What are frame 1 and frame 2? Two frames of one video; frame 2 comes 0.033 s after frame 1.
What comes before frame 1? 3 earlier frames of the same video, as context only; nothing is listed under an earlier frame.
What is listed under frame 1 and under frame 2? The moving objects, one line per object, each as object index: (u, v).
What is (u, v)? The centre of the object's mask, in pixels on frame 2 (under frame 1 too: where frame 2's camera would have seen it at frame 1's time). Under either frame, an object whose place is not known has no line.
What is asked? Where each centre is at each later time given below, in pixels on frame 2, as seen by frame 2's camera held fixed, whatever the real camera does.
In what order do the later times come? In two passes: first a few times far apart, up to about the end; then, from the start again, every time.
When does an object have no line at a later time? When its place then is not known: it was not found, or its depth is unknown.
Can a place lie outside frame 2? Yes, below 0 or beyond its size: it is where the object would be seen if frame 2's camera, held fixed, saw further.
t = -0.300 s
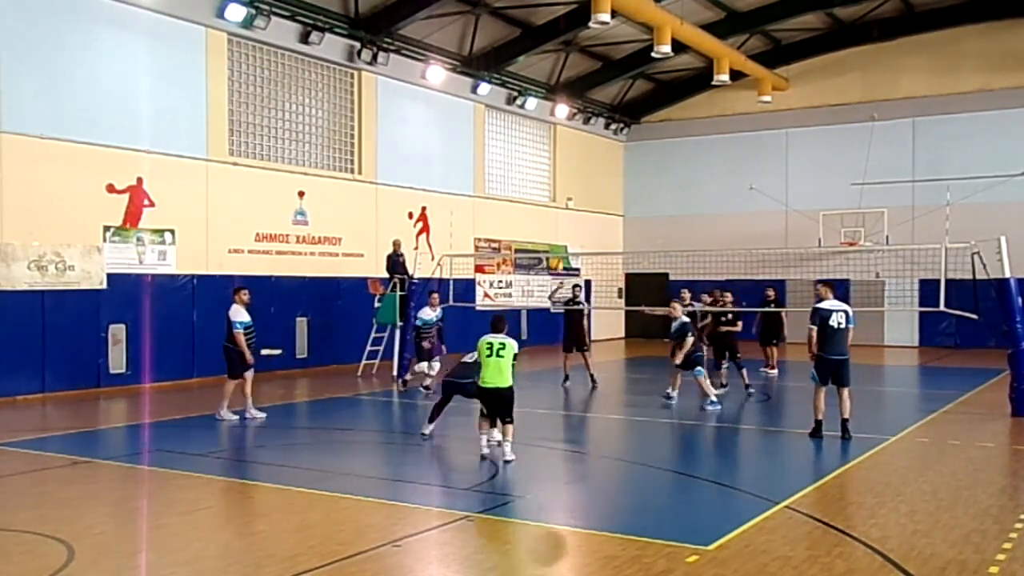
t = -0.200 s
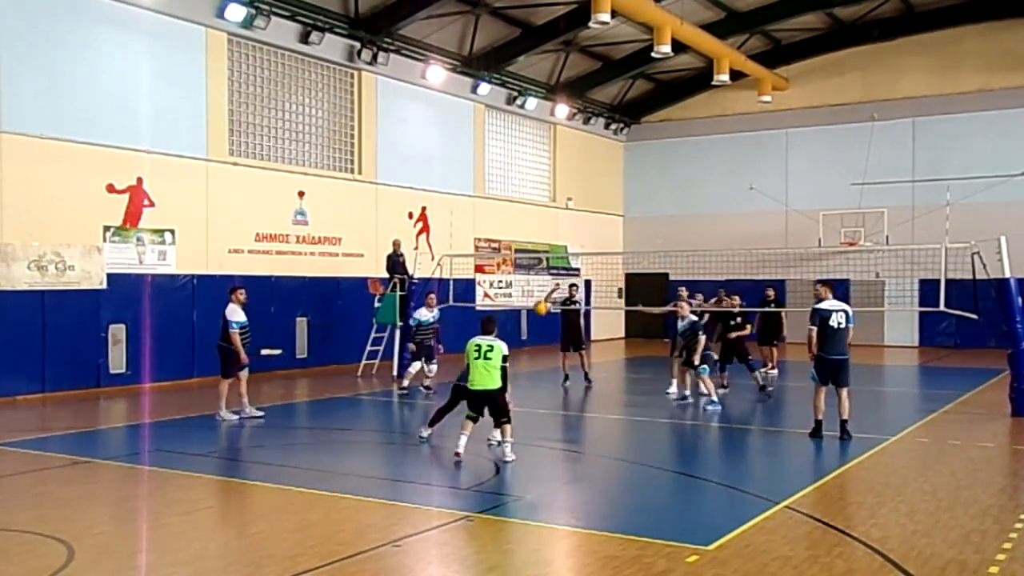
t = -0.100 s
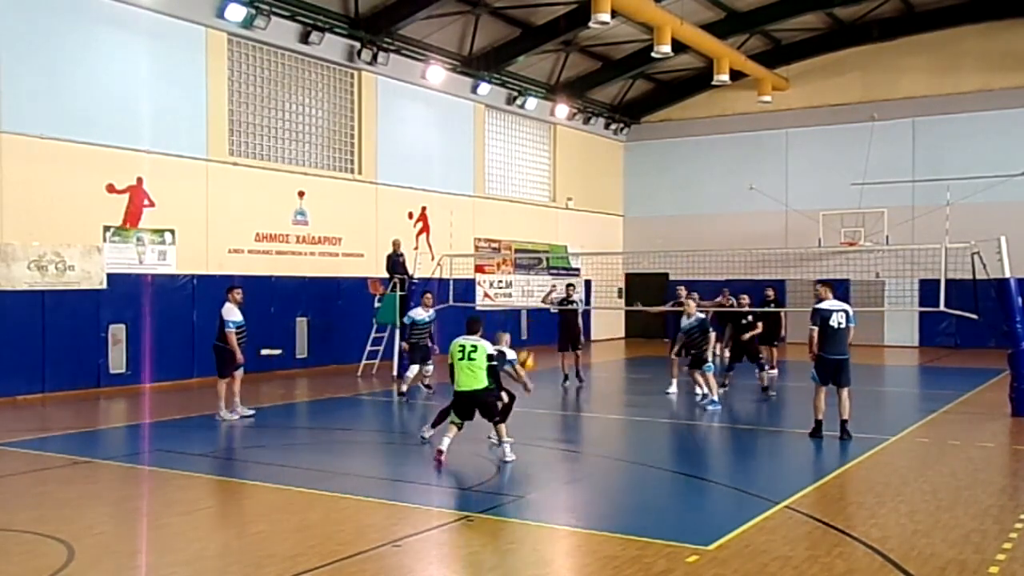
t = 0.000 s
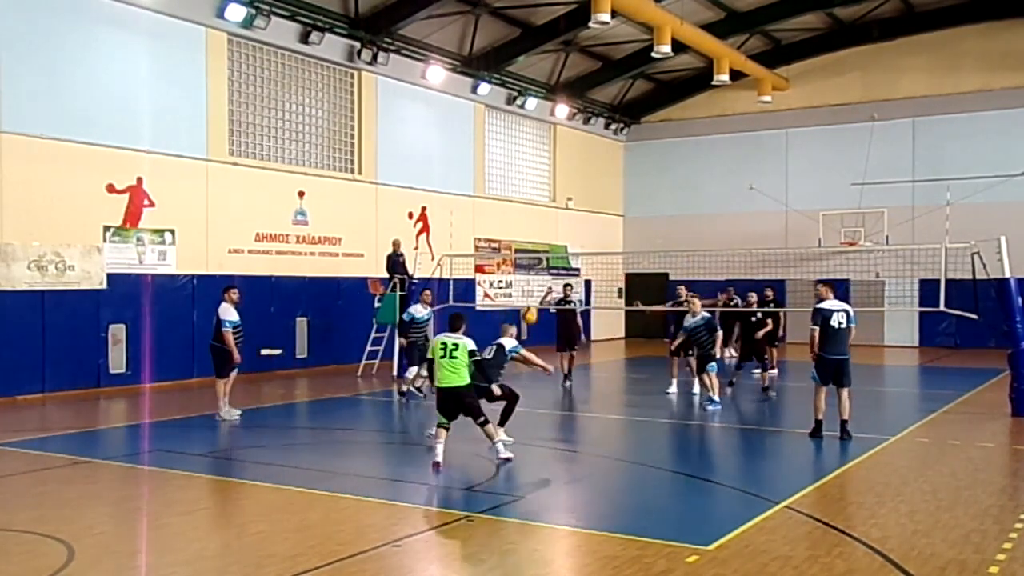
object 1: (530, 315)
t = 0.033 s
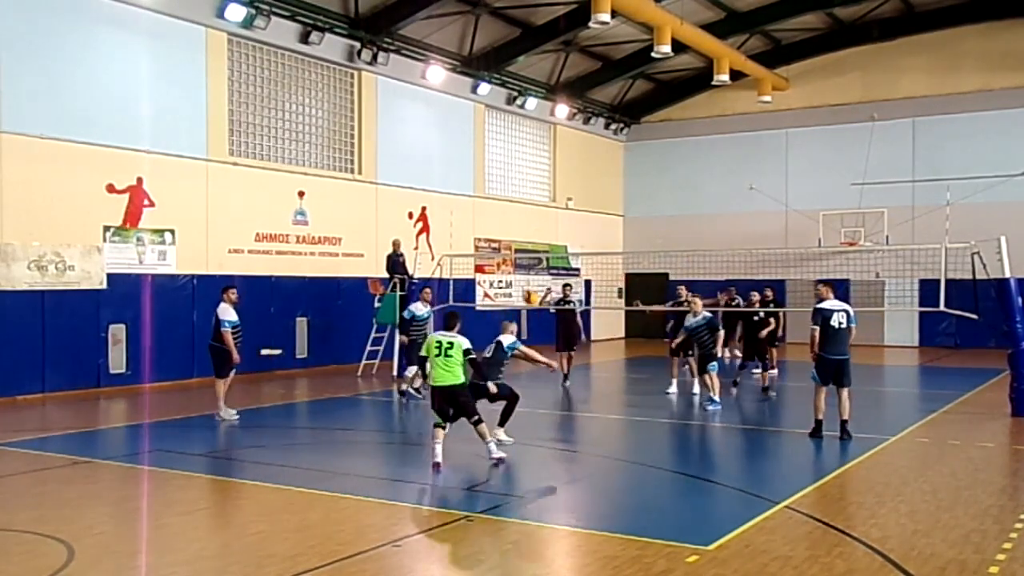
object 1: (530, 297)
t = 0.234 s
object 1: (540, 214)
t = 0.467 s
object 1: (549, 164)
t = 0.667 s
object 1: (558, 155)
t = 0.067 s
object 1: (532, 279)
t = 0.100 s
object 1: (535, 264)
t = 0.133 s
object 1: (536, 250)
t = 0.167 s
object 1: (537, 237)
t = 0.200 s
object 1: (539, 225)
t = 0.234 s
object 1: (540, 214)
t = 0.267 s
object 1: (542, 204)
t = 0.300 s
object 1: (543, 195)
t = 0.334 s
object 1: (544, 187)
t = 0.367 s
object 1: (545, 180)
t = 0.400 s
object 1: (547, 174)
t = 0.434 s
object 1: (548, 169)
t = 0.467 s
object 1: (549, 164)
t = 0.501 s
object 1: (551, 161)
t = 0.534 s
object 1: (552, 158)
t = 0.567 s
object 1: (553, 156)
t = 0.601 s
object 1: (554, 155)
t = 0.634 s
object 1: (556, 155)
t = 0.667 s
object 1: (558, 155)
